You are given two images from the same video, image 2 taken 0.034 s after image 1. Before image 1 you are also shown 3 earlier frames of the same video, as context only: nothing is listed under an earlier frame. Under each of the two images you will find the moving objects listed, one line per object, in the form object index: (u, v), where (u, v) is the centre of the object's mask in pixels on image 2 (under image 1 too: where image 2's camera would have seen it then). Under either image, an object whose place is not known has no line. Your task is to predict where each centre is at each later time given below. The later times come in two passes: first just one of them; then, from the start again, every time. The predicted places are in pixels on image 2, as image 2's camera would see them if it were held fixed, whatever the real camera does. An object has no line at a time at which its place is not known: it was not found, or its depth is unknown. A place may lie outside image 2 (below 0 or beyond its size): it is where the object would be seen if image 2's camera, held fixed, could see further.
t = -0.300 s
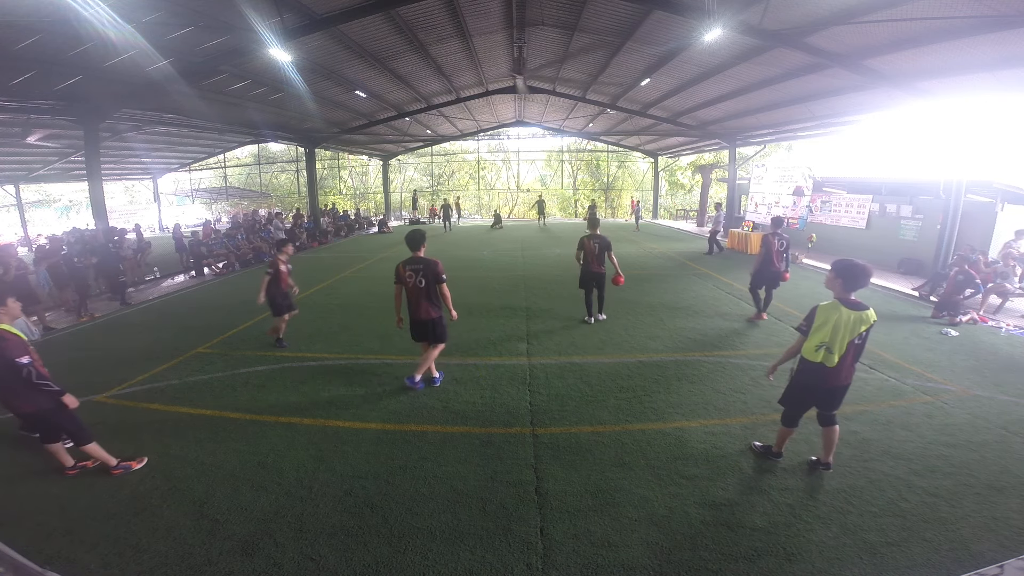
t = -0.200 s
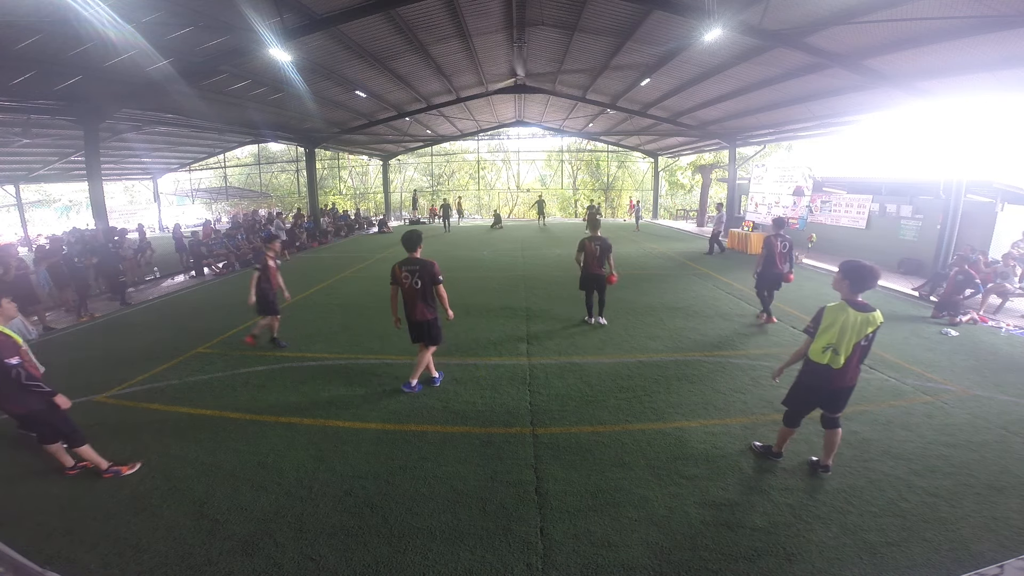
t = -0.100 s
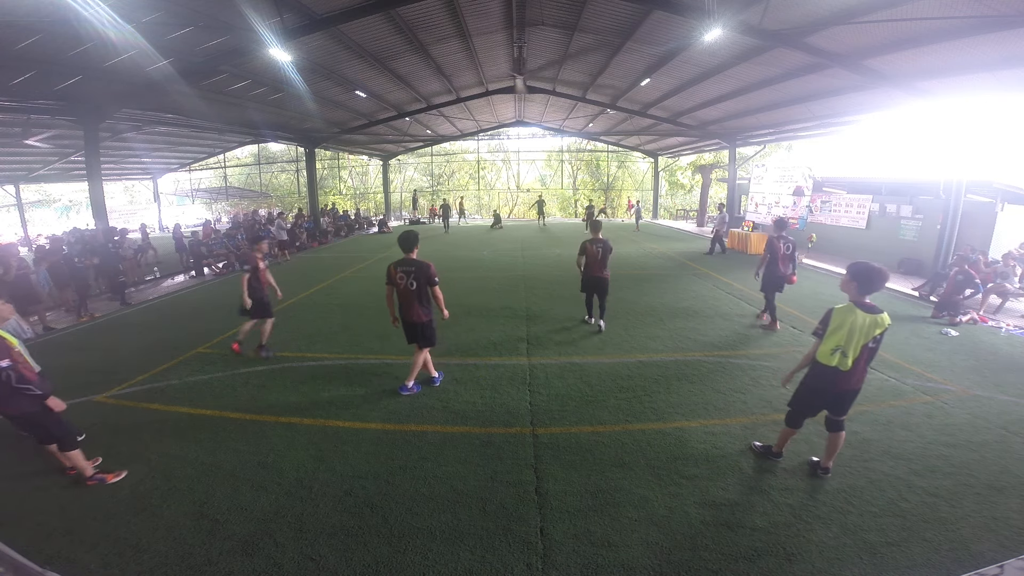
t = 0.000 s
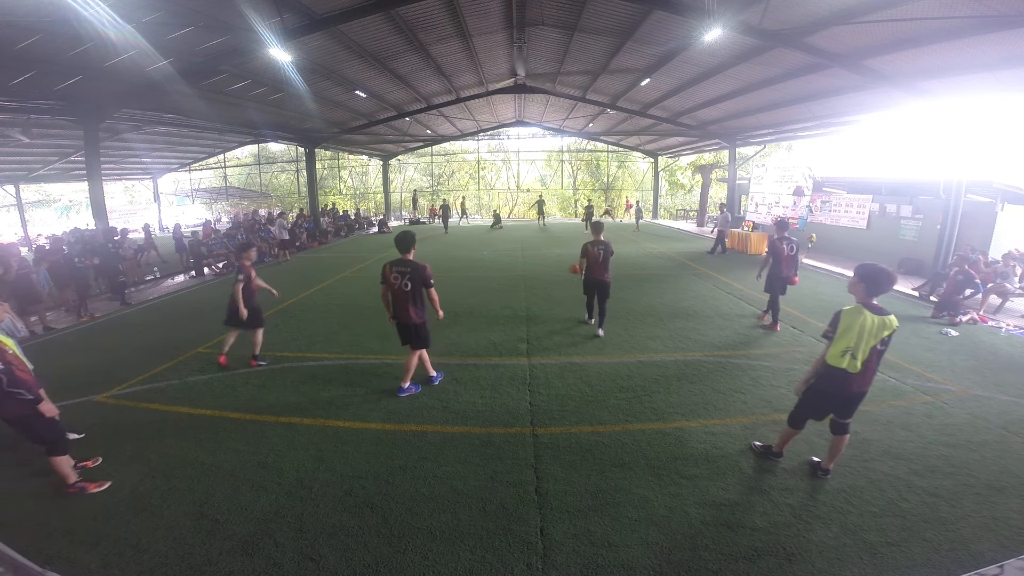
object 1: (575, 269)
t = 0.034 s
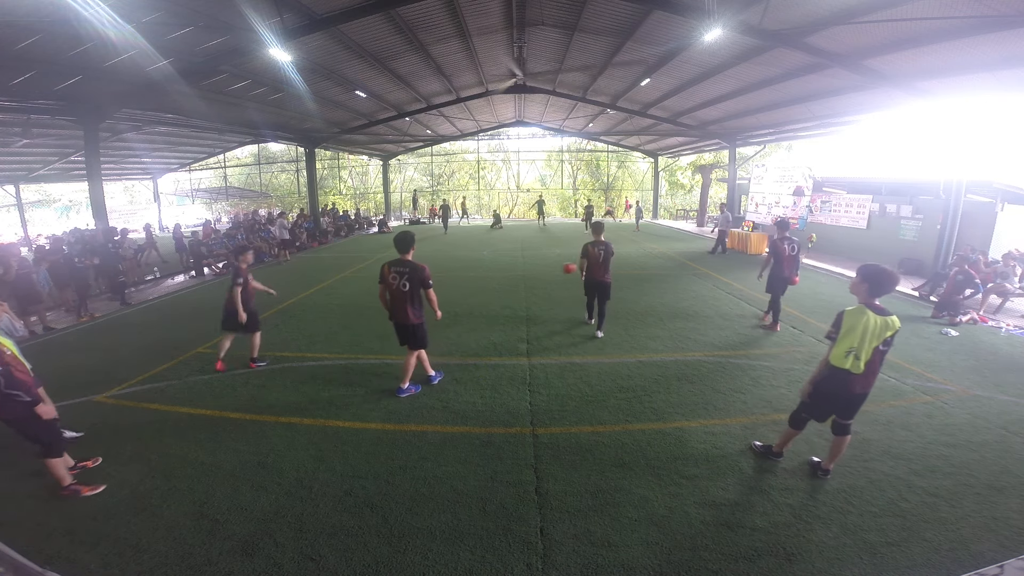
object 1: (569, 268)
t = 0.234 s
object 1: (523, 279)
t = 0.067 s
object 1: (562, 268)
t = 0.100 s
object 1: (554, 269)
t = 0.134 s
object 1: (547, 270)
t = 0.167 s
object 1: (539, 272)
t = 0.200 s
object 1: (531, 275)
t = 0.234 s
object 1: (523, 279)
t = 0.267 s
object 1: (515, 283)
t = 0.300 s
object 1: (507, 288)
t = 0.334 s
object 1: (500, 293)
